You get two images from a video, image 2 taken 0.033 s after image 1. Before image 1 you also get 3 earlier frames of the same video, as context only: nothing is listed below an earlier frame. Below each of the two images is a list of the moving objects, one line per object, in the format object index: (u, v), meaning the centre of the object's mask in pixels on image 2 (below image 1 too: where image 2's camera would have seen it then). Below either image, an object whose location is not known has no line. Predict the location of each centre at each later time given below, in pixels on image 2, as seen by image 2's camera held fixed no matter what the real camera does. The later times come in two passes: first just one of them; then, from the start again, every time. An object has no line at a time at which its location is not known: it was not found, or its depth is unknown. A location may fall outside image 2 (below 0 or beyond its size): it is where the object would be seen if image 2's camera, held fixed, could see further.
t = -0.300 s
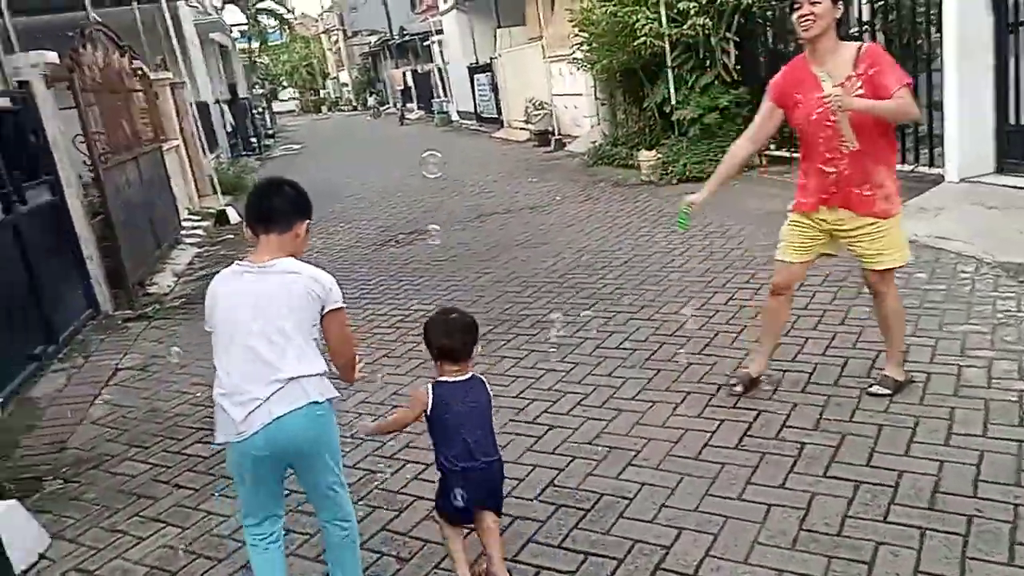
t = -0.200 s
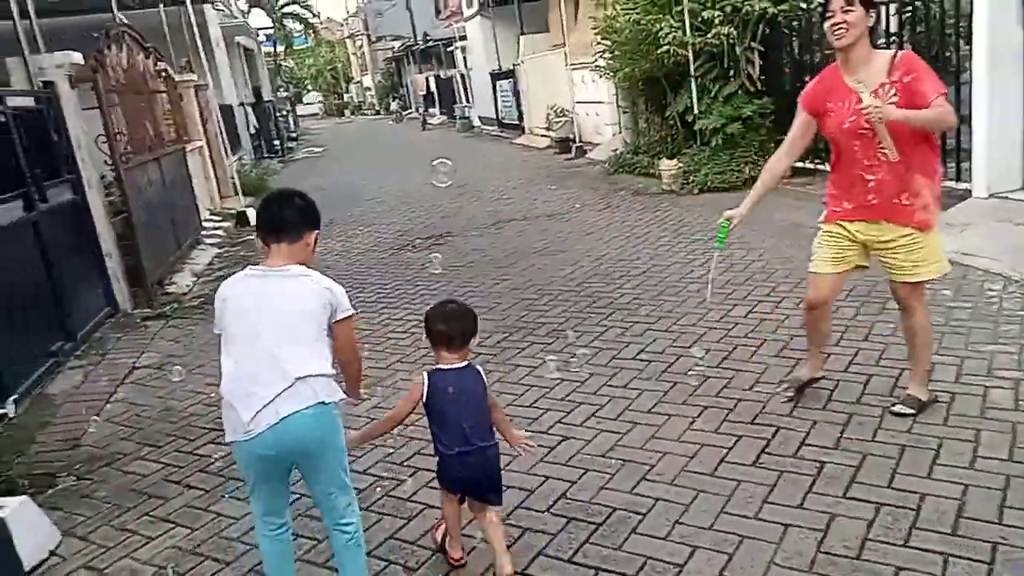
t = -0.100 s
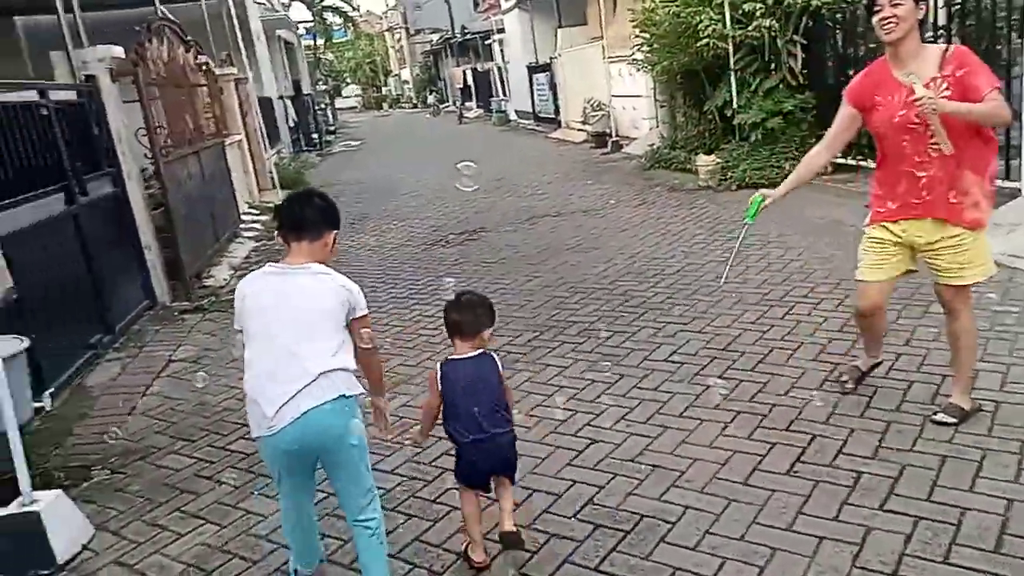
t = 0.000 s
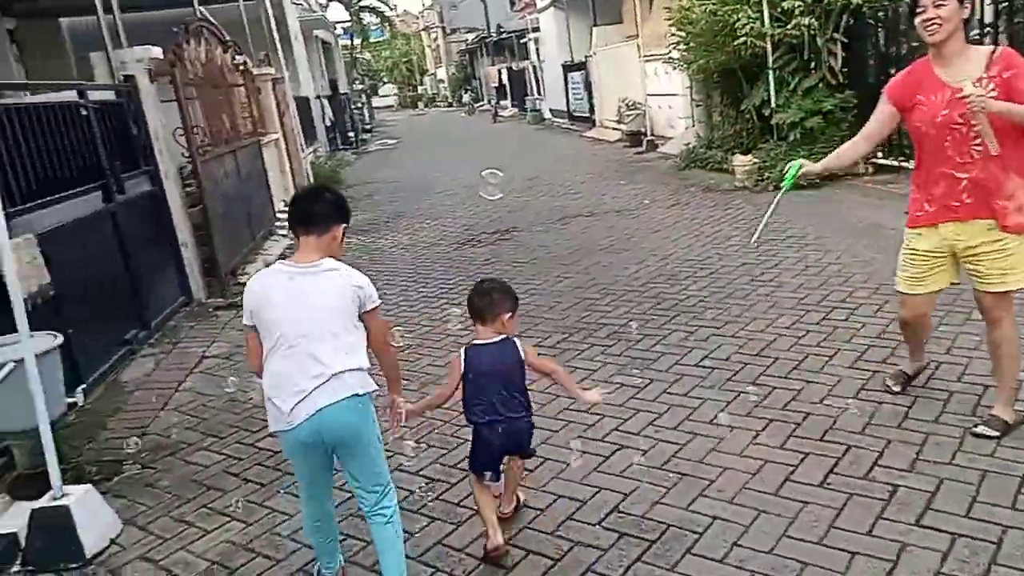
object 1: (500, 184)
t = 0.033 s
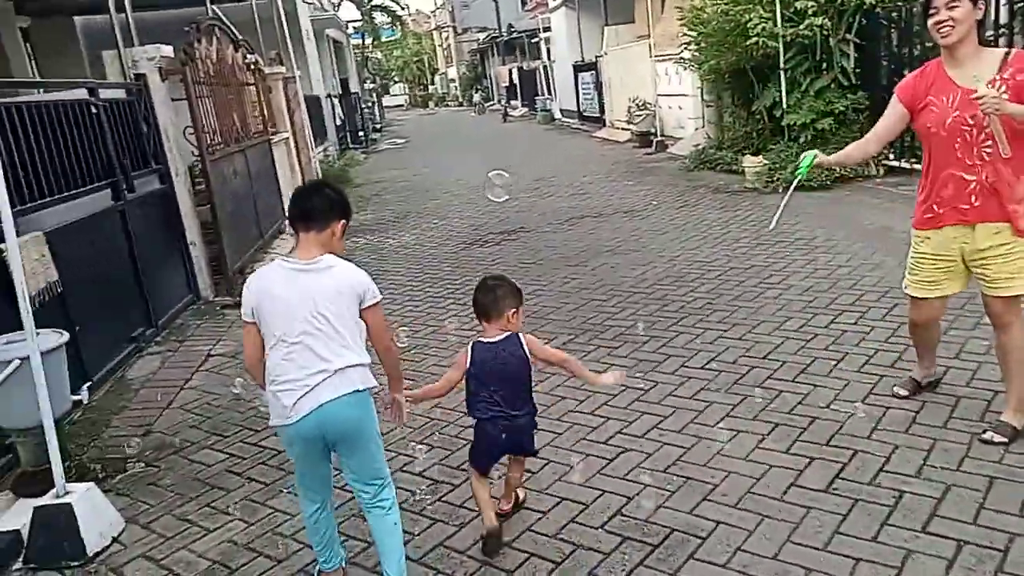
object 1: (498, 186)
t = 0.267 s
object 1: (485, 196)
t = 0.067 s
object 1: (496, 187)
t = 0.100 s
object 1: (494, 187)
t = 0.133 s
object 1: (492, 188)
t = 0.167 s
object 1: (490, 189)
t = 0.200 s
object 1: (489, 191)
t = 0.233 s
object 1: (487, 193)
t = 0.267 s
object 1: (485, 196)
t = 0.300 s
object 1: (483, 199)
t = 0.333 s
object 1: (482, 203)
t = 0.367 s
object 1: (480, 206)
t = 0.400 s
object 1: (477, 210)
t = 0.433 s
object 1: (475, 215)
